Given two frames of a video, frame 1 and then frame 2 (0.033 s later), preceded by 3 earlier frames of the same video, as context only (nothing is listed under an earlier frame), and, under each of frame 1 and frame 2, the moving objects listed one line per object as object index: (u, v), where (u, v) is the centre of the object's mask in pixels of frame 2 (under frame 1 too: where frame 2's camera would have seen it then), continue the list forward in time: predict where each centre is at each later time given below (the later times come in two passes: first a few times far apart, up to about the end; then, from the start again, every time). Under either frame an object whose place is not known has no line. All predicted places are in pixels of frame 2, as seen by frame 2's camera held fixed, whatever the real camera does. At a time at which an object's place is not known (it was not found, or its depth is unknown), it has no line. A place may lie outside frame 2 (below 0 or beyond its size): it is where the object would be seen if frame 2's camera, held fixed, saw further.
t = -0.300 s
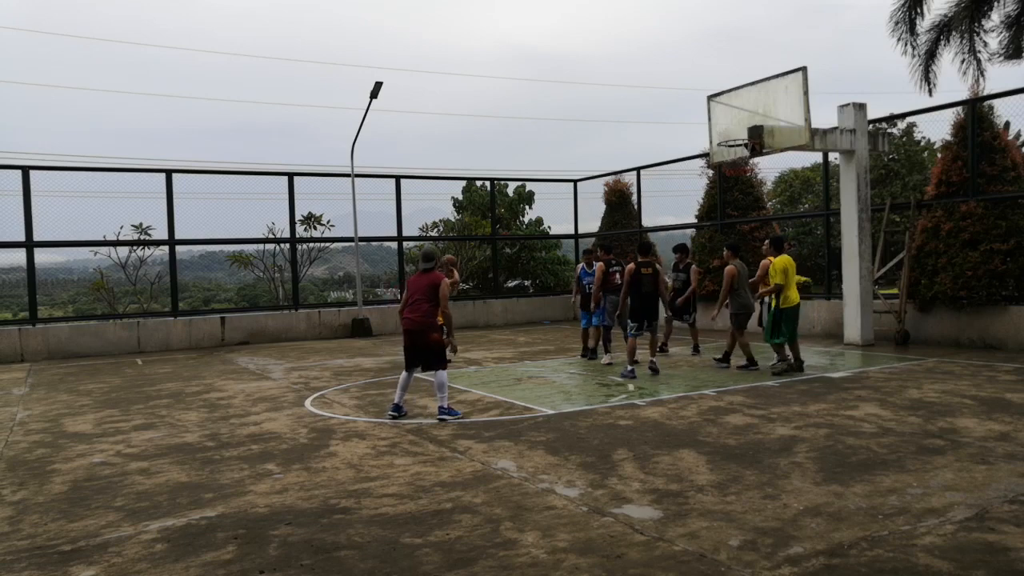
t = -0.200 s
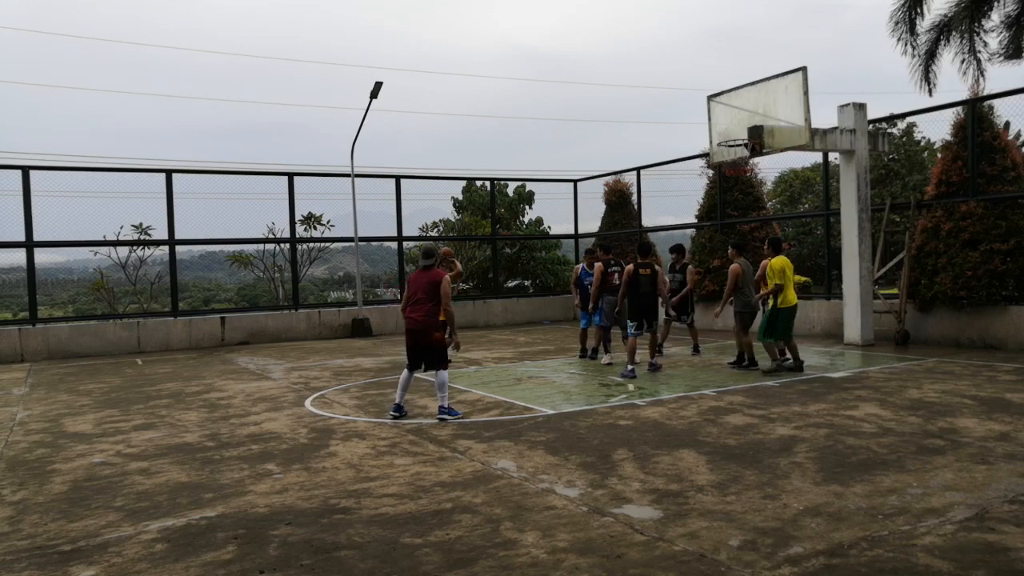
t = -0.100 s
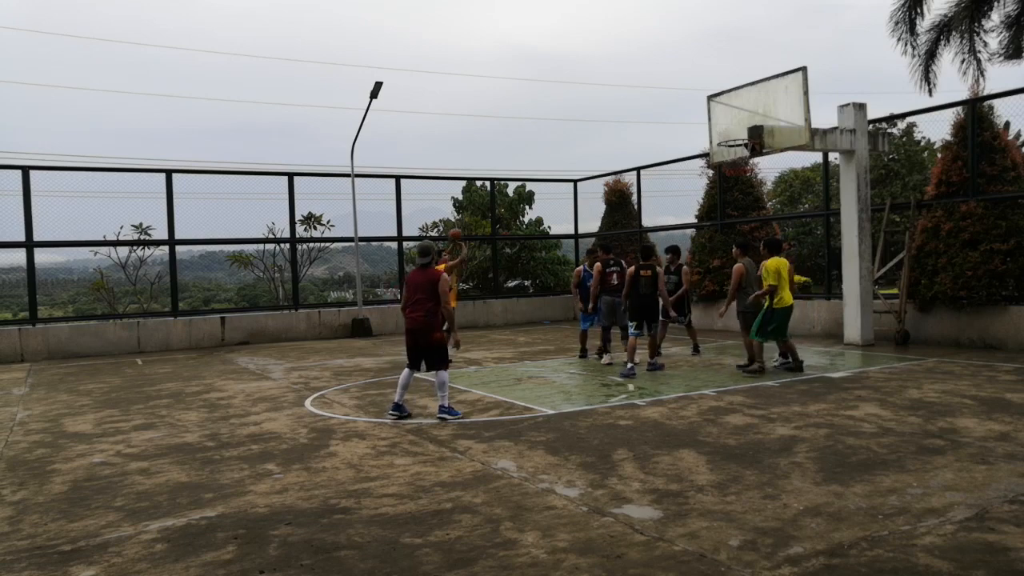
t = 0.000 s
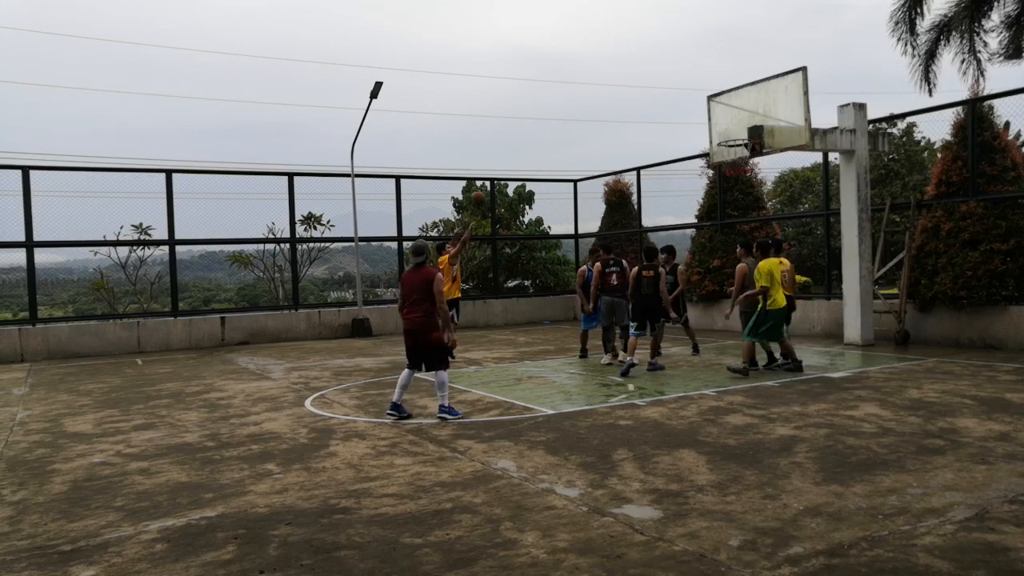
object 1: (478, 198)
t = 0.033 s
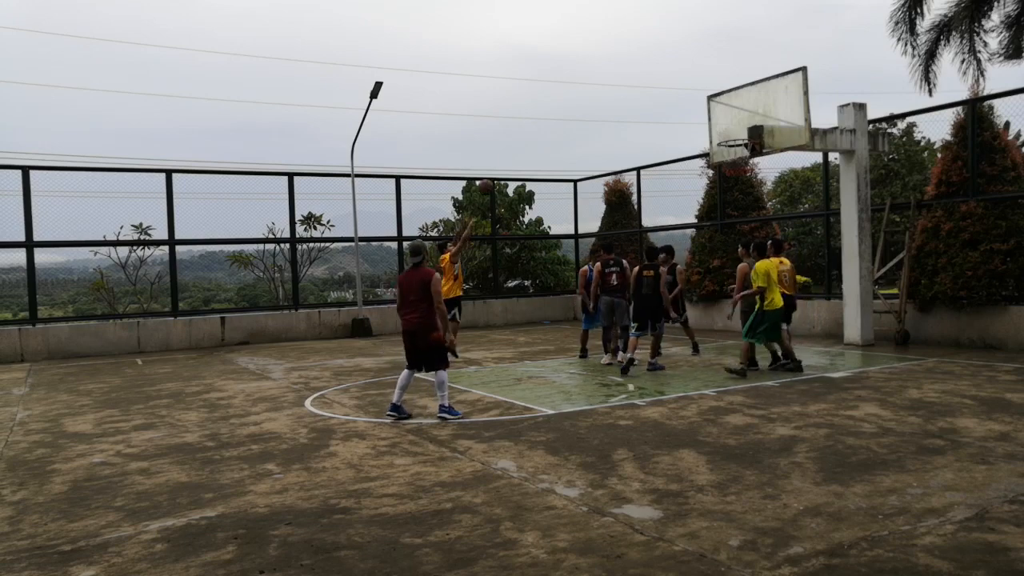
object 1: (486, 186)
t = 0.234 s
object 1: (536, 130)
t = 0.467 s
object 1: (598, 95)
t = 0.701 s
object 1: (663, 97)
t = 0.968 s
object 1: (740, 146)
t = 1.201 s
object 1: (773, 185)
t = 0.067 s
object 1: (493, 175)
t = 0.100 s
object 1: (502, 165)
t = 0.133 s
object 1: (510, 155)
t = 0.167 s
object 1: (519, 146)
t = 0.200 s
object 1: (527, 138)
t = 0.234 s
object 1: (536, 130)
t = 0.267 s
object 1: (545, 123)
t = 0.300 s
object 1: (553, 116)
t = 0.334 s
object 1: (562, 111)
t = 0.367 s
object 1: (571, 106)
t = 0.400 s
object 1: (580, 102)
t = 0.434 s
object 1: (589, 98)
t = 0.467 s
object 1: (598, 95)
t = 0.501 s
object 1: (607, 93)
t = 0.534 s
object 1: (616, 92)
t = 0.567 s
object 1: (625, 91)
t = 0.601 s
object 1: (634, 92)
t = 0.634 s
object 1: (644, 93)
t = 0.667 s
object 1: (653, 95)
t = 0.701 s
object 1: (663, 97)
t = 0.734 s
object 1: (672, 101)
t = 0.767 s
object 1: (681, 105)
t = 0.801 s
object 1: (691, 110)
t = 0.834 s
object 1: (701, 116)
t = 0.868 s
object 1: (710, 123)
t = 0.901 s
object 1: (720, 130)
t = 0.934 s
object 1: (730, 138)
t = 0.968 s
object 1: (740, 146)
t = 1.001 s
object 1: (749, 152)
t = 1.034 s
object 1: (754, 159)
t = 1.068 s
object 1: (758, 161)
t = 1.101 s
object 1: (762, 166)
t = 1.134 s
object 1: (766, 171)
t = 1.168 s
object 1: (770, 177)
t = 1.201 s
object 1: (773, 185)
